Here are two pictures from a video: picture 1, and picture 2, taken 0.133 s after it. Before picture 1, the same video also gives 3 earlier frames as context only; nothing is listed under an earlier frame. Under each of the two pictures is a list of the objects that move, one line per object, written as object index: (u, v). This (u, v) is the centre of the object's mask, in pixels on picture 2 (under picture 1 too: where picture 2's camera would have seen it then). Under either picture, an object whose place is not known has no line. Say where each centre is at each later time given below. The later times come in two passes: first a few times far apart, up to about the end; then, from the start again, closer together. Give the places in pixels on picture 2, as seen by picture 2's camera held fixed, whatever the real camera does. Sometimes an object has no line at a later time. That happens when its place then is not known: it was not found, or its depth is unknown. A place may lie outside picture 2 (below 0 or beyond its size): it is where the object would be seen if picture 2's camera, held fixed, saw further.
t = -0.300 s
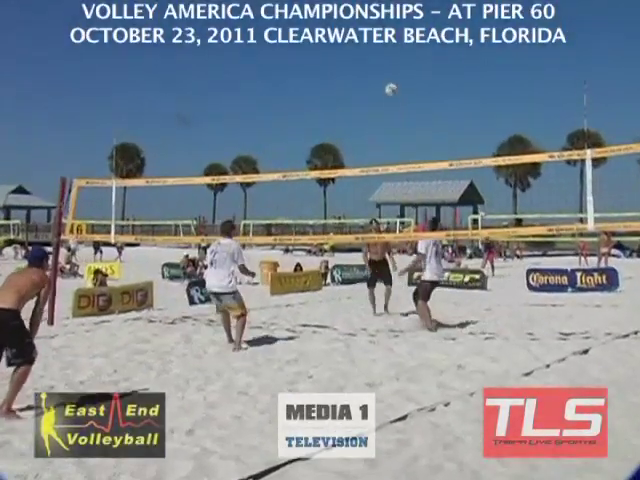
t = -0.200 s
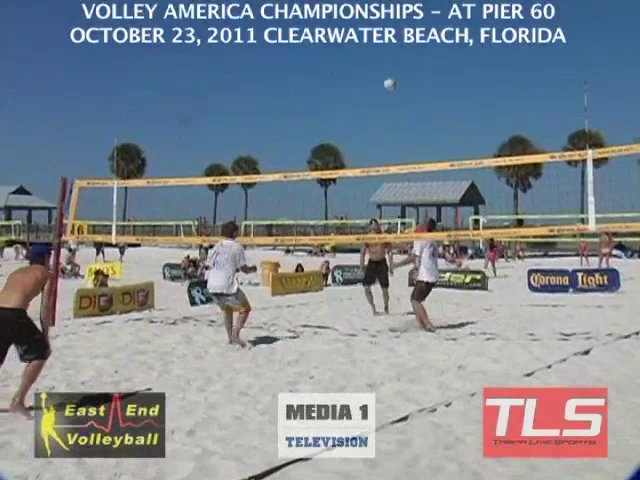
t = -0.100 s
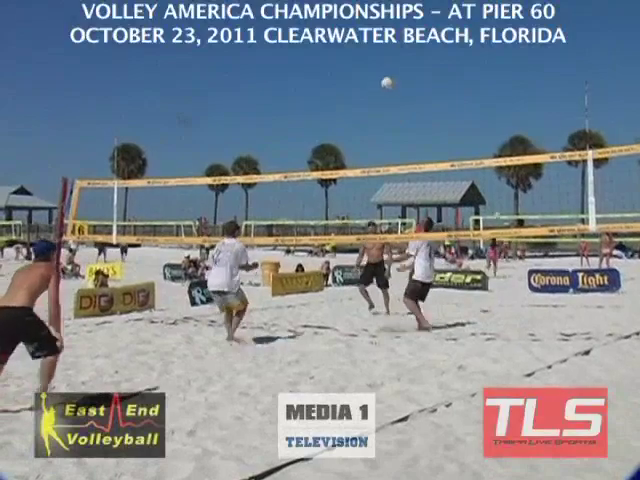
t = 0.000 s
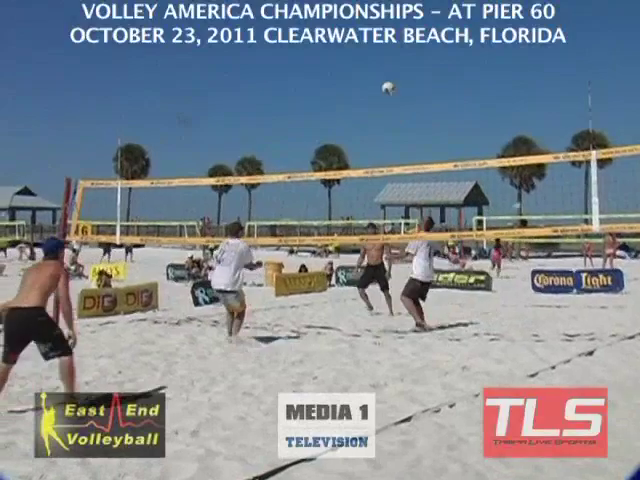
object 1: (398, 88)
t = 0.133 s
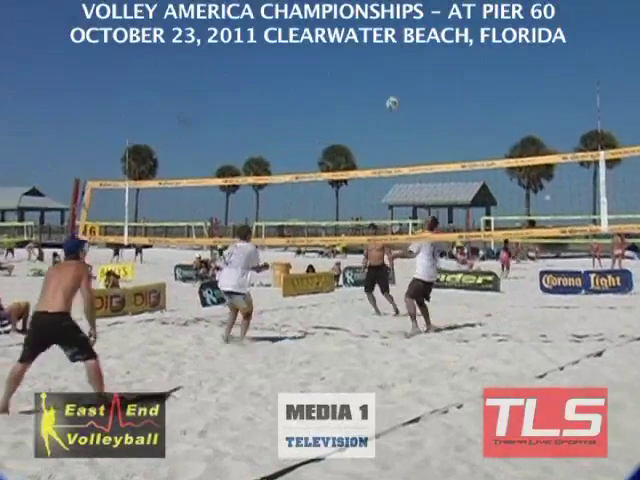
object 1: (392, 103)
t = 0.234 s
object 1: (390, 122)
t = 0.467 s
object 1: (386, 186)
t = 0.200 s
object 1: (391, 116)
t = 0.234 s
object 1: (390, 122)
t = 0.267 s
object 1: (389, 130)
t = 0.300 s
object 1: (389, 137)
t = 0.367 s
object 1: (388, 155)
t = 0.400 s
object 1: (388, 164)
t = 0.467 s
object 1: (386, 186)
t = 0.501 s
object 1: (384, 198)
